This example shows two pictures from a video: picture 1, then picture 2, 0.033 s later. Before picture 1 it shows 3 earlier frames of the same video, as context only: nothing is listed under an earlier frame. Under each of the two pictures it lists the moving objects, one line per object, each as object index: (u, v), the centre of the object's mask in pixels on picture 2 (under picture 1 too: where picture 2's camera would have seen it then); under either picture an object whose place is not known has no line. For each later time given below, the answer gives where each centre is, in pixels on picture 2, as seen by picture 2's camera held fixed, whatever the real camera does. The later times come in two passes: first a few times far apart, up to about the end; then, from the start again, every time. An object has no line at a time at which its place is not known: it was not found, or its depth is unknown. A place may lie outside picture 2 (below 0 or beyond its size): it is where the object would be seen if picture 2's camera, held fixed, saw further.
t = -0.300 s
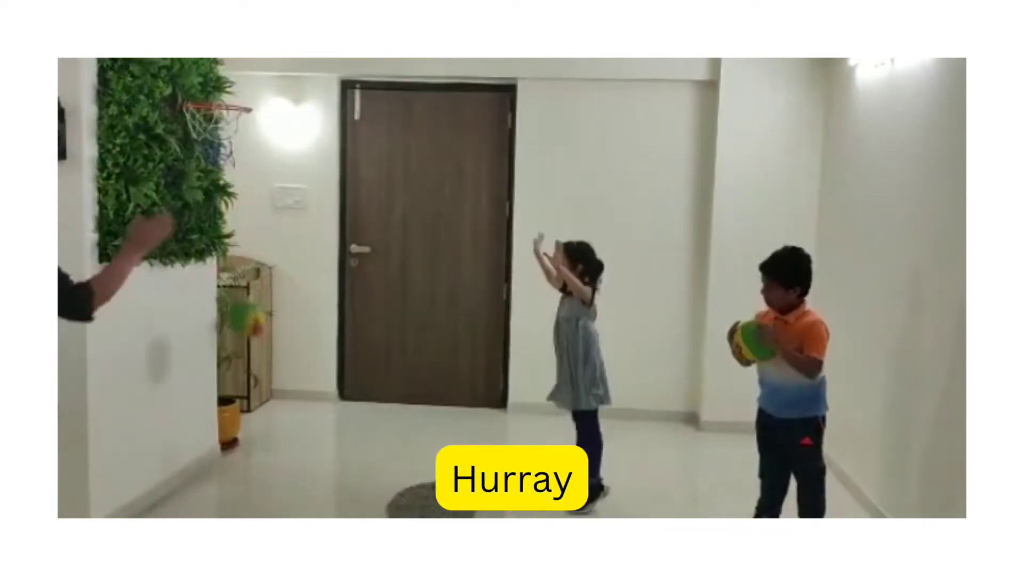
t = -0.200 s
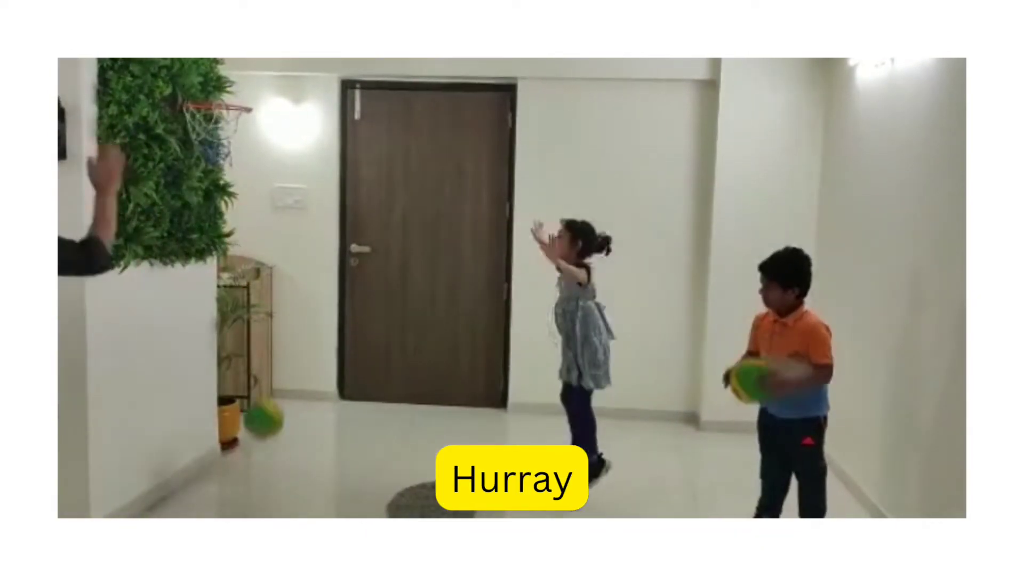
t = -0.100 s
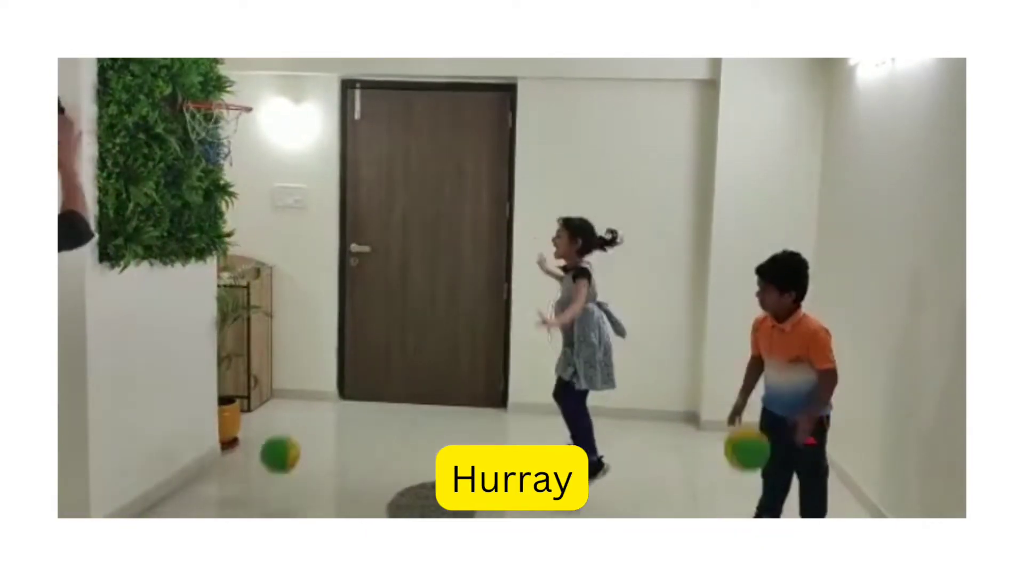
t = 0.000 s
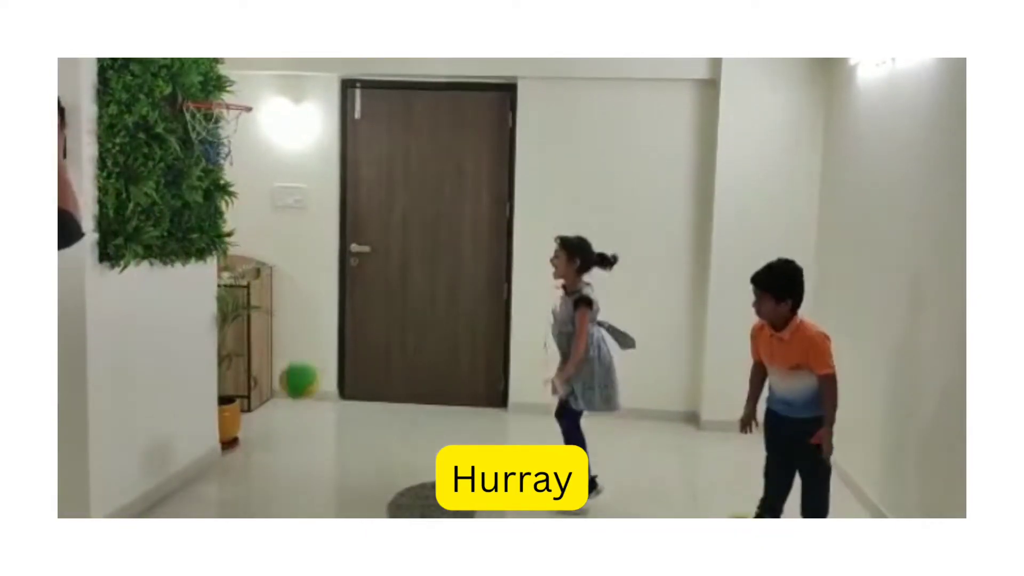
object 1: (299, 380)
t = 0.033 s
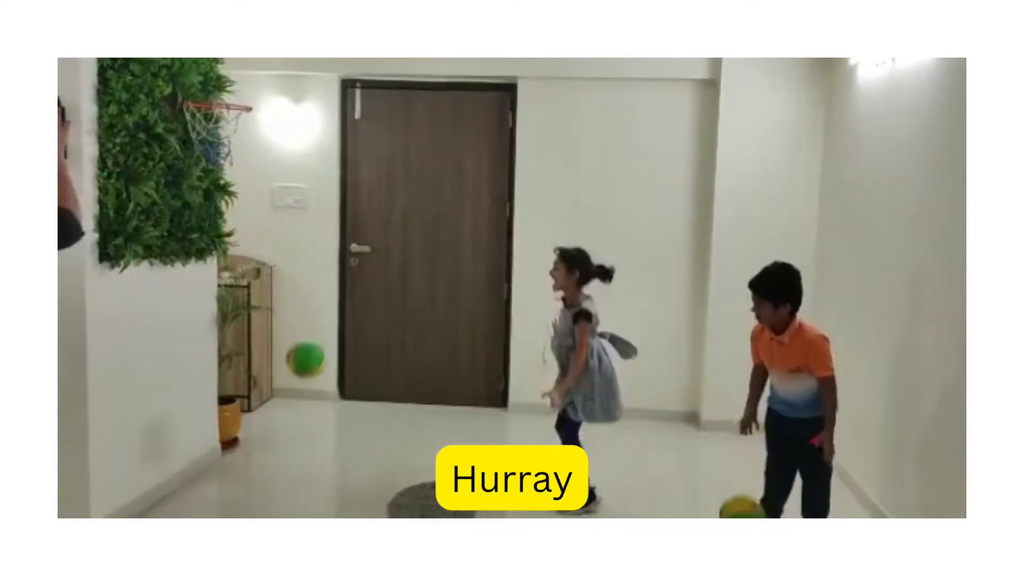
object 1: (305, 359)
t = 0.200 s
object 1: (332, 287)
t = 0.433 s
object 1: (385, 283)
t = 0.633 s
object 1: (423, 369)
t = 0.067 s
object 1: (312, 341)
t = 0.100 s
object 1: (319, 325)
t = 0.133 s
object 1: (326, 310)
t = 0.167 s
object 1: (325, 298)
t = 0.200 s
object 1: (332, 287)
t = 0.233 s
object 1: (338, 278)
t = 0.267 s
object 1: (345, 269)
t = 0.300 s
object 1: (359, 272)
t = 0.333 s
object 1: (366, 271)
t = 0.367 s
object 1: (372, 272)
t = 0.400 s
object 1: (378, 276)
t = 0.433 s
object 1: (385, 283)
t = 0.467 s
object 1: (391, 291)
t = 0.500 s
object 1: (397, 302)
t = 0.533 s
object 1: (404, 316)
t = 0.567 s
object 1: (410, 331)
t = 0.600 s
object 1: (416, 349)
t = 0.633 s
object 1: (423, 369)
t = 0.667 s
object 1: (428, 391)
